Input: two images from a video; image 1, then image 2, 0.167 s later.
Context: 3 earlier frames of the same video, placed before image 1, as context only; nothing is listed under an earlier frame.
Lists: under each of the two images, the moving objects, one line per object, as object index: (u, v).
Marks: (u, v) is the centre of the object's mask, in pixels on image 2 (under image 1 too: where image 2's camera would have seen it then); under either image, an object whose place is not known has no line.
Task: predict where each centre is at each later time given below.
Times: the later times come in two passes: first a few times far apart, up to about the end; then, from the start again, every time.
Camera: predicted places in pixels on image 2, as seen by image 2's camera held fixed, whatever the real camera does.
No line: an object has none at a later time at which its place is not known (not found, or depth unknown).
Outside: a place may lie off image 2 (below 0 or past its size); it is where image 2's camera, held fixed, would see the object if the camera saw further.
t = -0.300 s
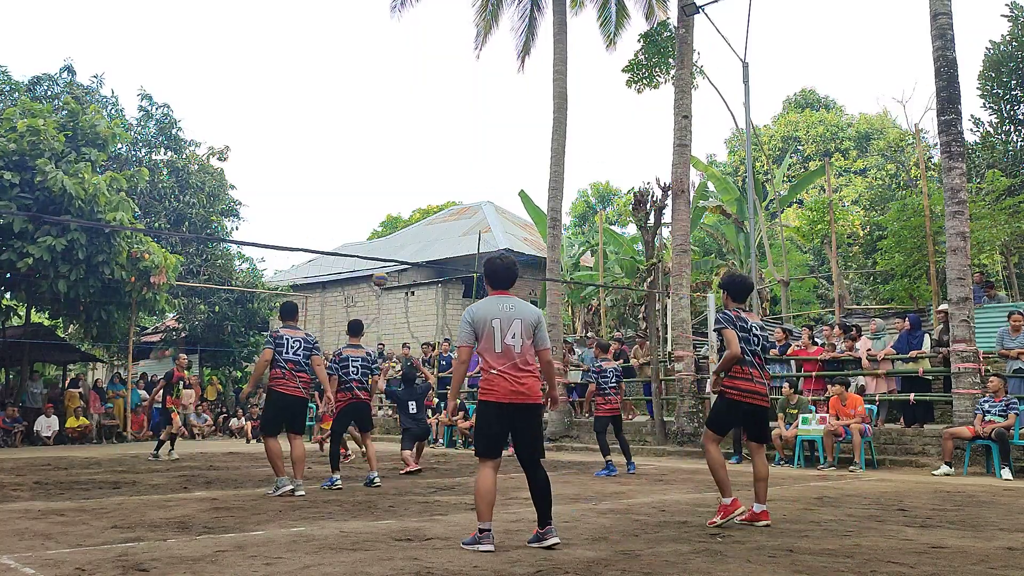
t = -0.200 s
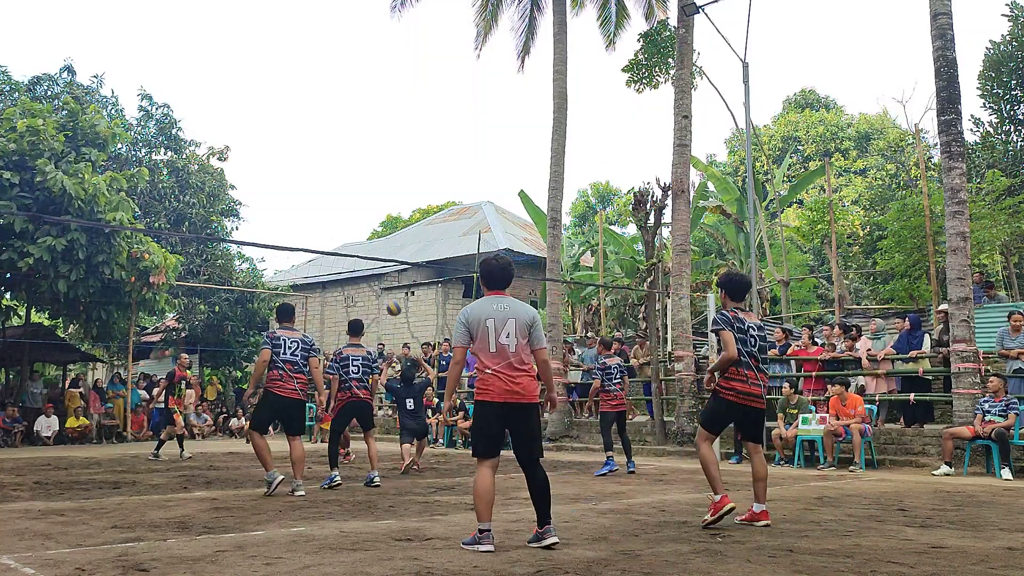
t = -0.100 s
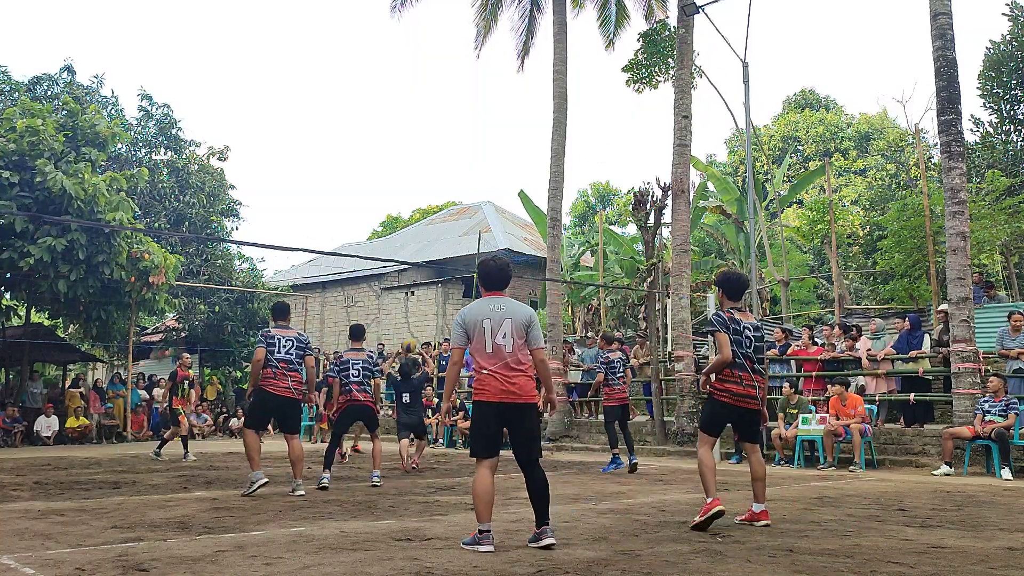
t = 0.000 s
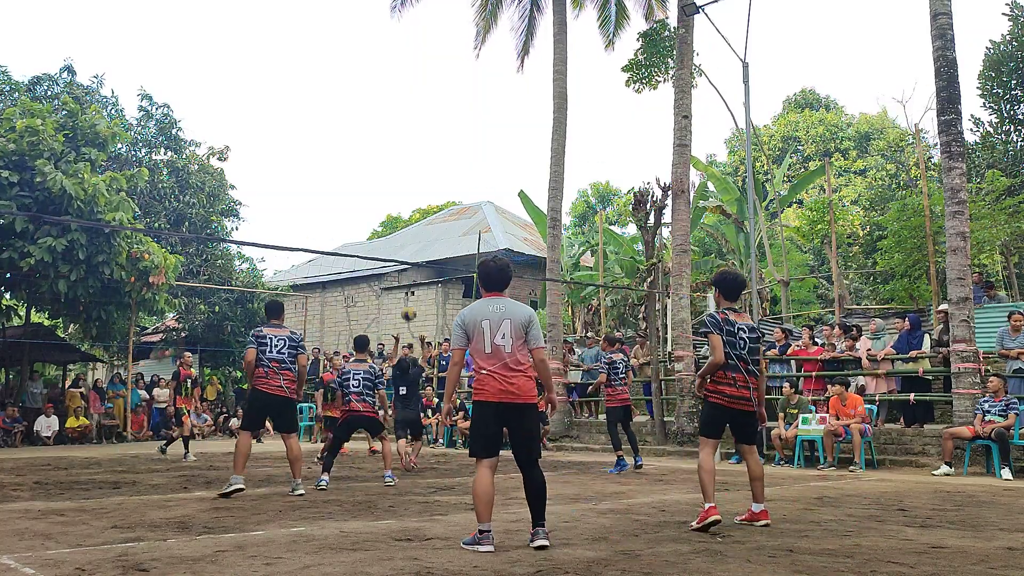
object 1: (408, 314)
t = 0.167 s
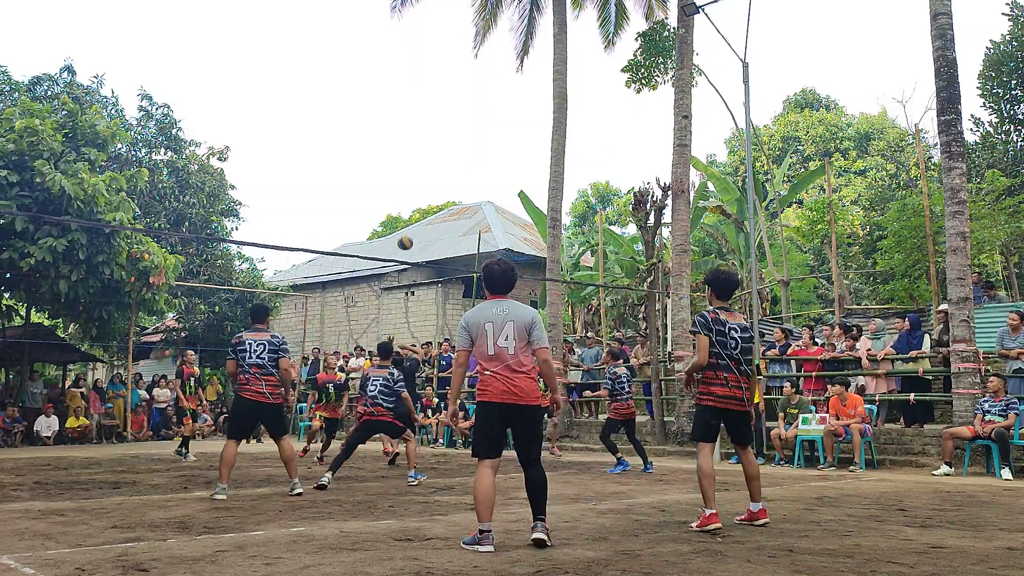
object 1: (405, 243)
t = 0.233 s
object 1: (404, 221)
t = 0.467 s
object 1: (398, 168)
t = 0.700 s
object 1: (391, 155)
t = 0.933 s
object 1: (384, 181)
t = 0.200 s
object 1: (404, 231)
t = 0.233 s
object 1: (404, 221)
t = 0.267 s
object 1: (403, 211)
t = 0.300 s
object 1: (402, 202)
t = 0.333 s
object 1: (401, 193)
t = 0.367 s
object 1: (401, 186)
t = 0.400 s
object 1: (400, 179)
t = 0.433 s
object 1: (399, 173)
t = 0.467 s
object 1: (398, 168)
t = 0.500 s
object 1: (397, 164)
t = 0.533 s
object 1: (396, 160)
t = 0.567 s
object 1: (395, 158)
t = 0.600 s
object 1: (394, 156)
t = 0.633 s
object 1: (393, 155)
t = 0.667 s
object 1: (392, 155)
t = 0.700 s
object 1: (391, 155)
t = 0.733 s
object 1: (390, 156)
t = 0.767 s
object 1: (389, 158)
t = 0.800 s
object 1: (388, 161)
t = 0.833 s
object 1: (387, 165)
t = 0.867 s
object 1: (386, 170)
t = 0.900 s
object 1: (385, 175)
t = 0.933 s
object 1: (384, 181)
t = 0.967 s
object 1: (382, 188)
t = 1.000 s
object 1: (381, 196)
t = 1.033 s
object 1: (380, 205)
